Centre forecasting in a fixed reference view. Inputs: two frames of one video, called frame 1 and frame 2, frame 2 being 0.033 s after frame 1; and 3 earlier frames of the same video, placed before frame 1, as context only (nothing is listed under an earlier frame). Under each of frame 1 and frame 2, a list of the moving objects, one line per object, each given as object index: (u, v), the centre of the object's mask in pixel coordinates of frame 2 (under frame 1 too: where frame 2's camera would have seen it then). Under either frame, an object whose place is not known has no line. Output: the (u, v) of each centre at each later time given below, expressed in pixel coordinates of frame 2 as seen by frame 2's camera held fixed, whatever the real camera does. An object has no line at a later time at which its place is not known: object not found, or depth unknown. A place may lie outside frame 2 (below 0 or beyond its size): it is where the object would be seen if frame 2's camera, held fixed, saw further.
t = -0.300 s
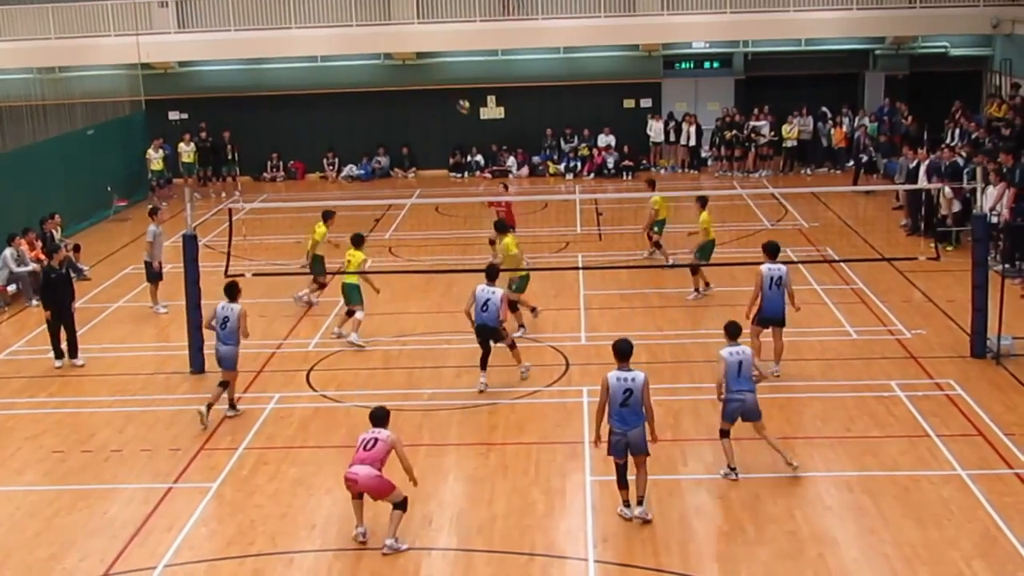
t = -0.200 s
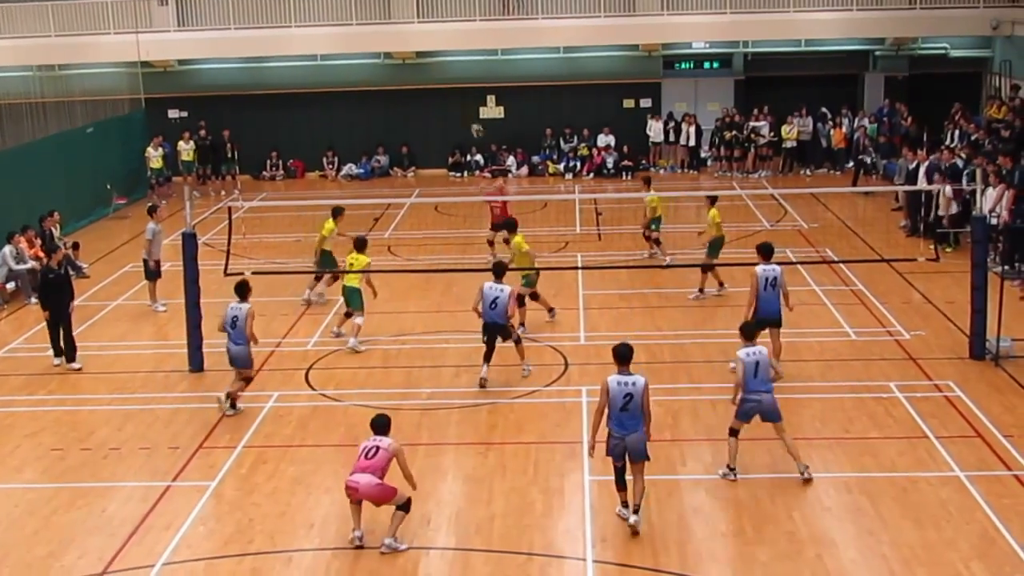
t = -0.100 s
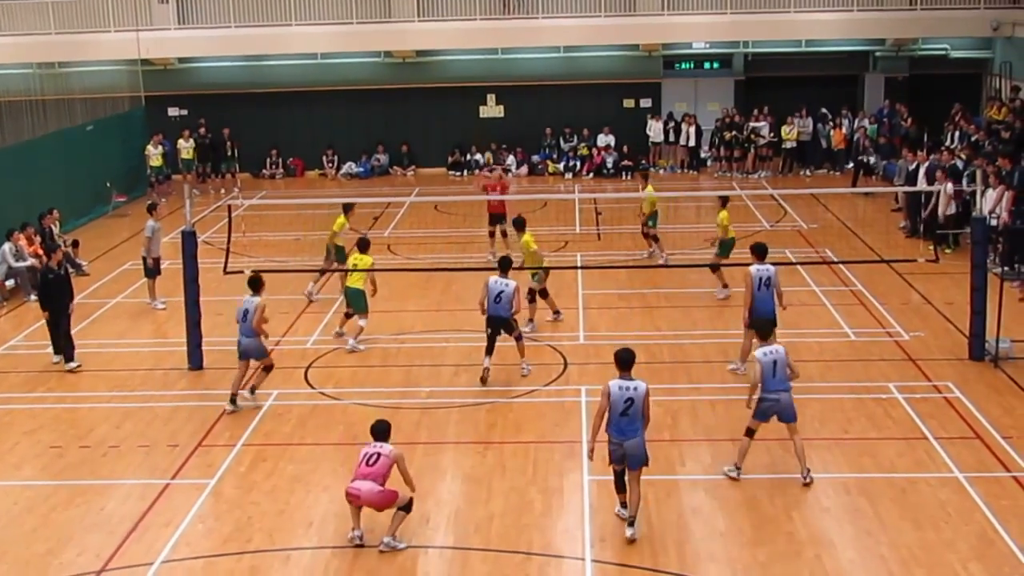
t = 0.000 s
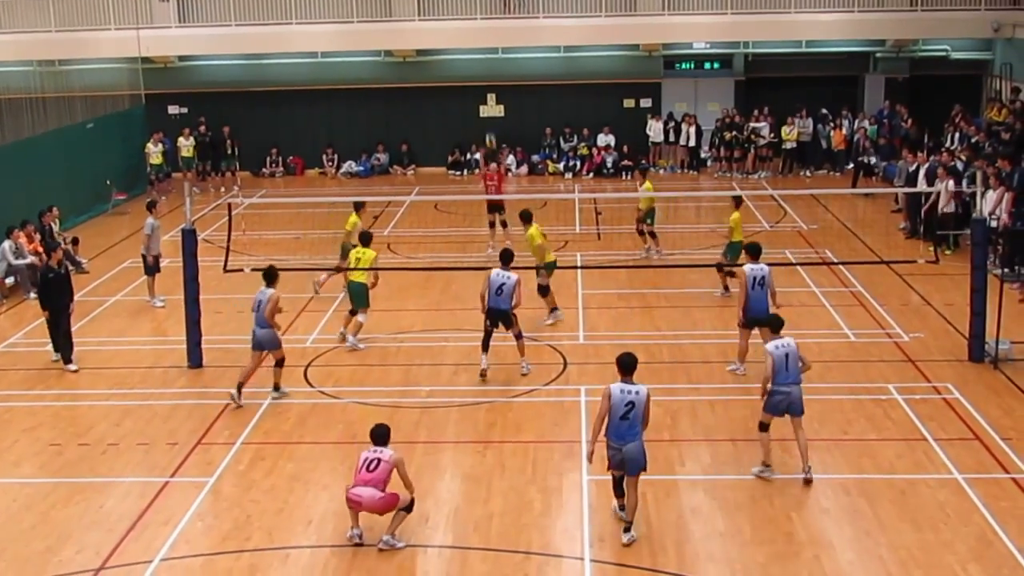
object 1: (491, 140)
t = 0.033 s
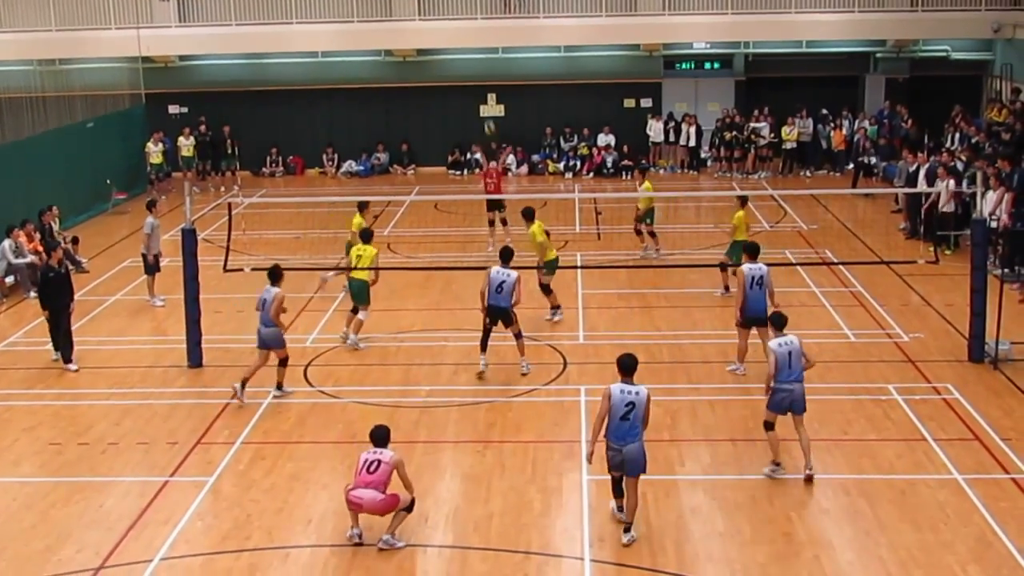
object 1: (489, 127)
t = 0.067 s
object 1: (487, 117)
